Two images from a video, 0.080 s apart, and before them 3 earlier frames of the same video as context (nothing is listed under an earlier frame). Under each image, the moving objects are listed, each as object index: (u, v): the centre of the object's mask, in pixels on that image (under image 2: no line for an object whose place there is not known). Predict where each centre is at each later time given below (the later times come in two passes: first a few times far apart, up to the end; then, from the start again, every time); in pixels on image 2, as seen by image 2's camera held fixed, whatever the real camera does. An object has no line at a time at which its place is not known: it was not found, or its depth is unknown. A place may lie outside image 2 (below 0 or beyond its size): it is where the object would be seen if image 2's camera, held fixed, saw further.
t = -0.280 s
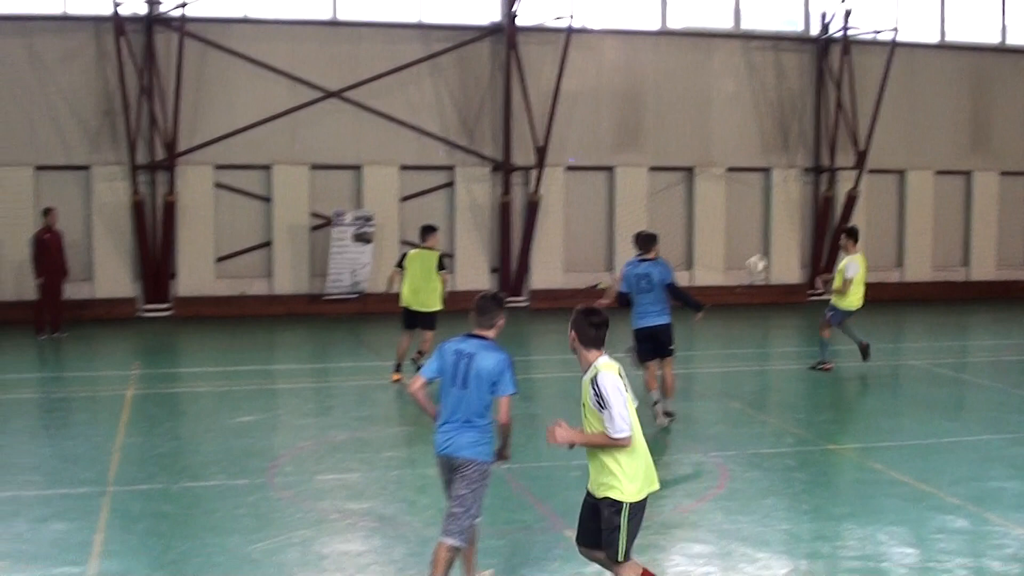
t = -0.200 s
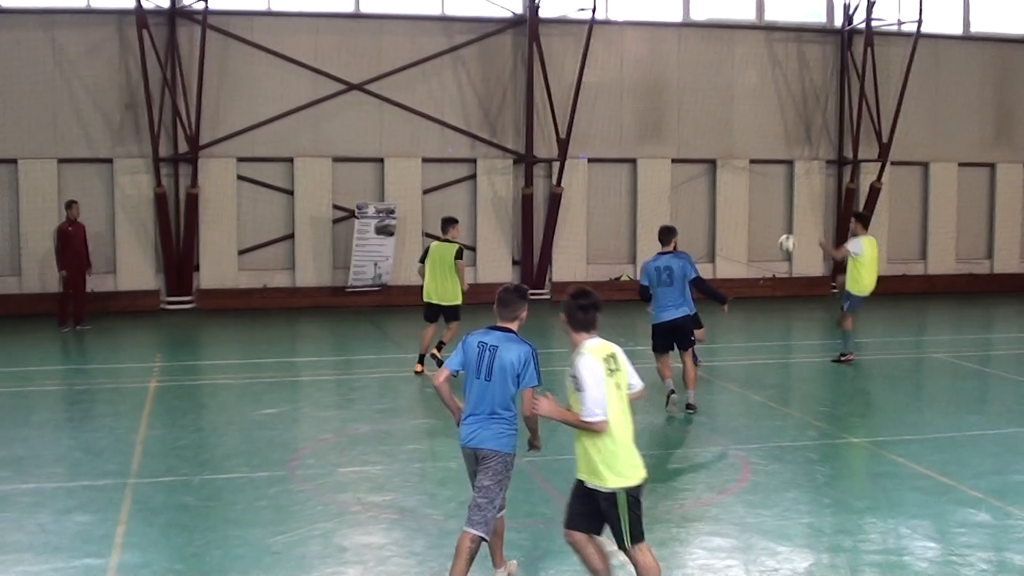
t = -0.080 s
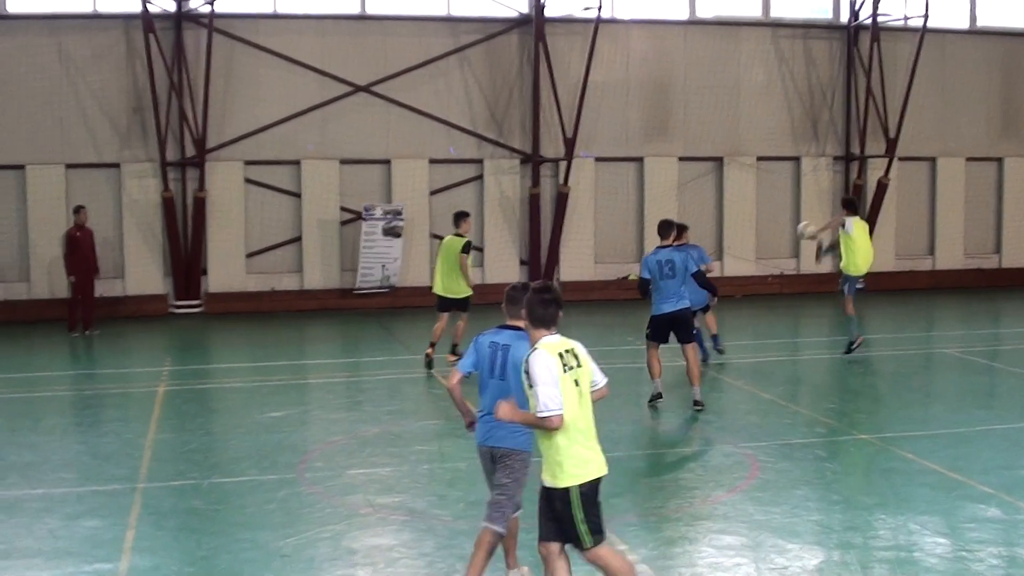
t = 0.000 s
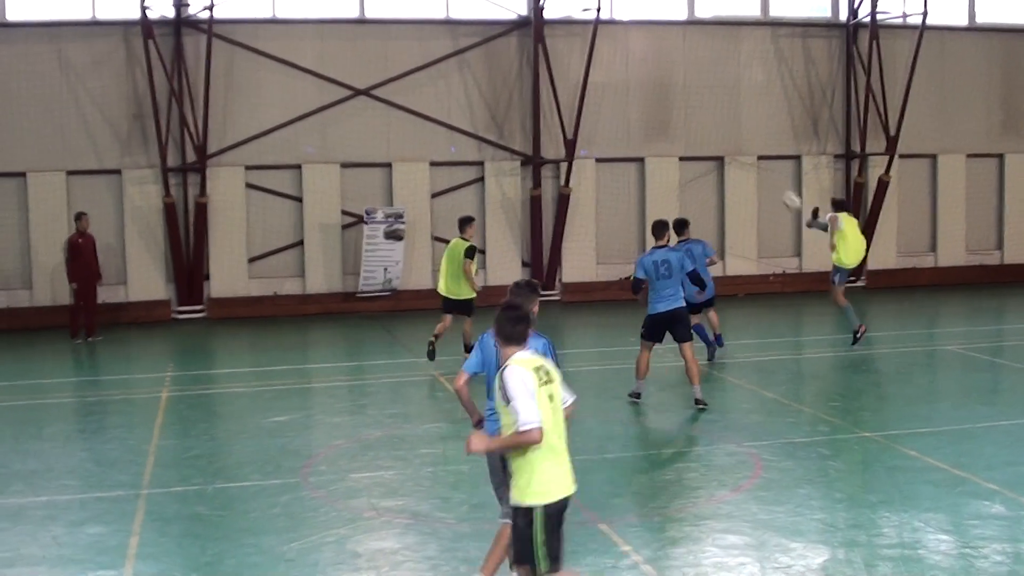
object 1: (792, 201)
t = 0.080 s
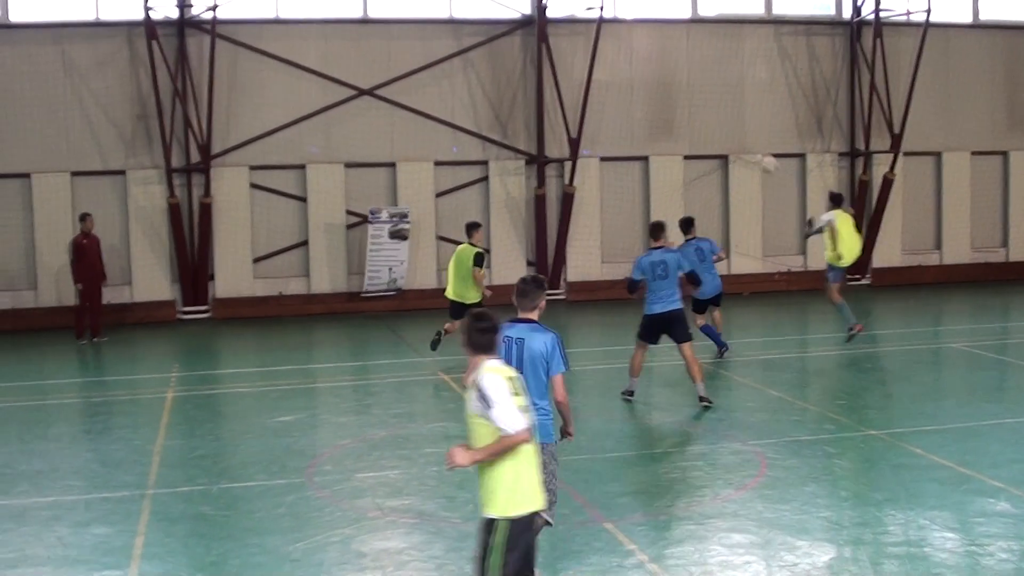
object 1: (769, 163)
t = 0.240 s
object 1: (710, 104)
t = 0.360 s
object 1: (668, 75)
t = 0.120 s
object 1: (754, 146)
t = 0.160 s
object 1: (739, 131)
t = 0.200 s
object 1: (724, 117)
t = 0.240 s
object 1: (710, 104)
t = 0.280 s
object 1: (696, 94)
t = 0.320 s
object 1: (681, 83)
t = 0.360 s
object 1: (668, 75)
